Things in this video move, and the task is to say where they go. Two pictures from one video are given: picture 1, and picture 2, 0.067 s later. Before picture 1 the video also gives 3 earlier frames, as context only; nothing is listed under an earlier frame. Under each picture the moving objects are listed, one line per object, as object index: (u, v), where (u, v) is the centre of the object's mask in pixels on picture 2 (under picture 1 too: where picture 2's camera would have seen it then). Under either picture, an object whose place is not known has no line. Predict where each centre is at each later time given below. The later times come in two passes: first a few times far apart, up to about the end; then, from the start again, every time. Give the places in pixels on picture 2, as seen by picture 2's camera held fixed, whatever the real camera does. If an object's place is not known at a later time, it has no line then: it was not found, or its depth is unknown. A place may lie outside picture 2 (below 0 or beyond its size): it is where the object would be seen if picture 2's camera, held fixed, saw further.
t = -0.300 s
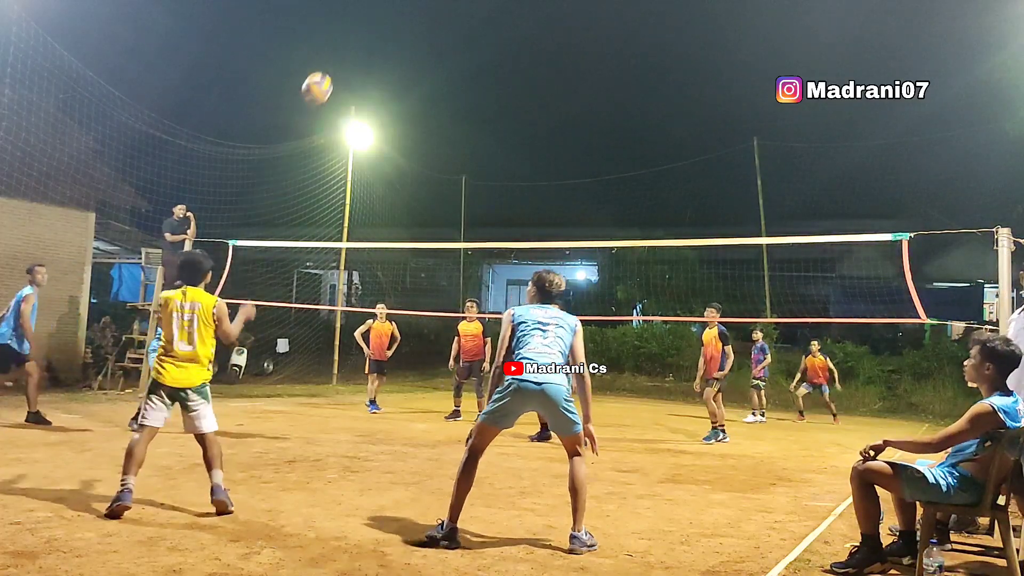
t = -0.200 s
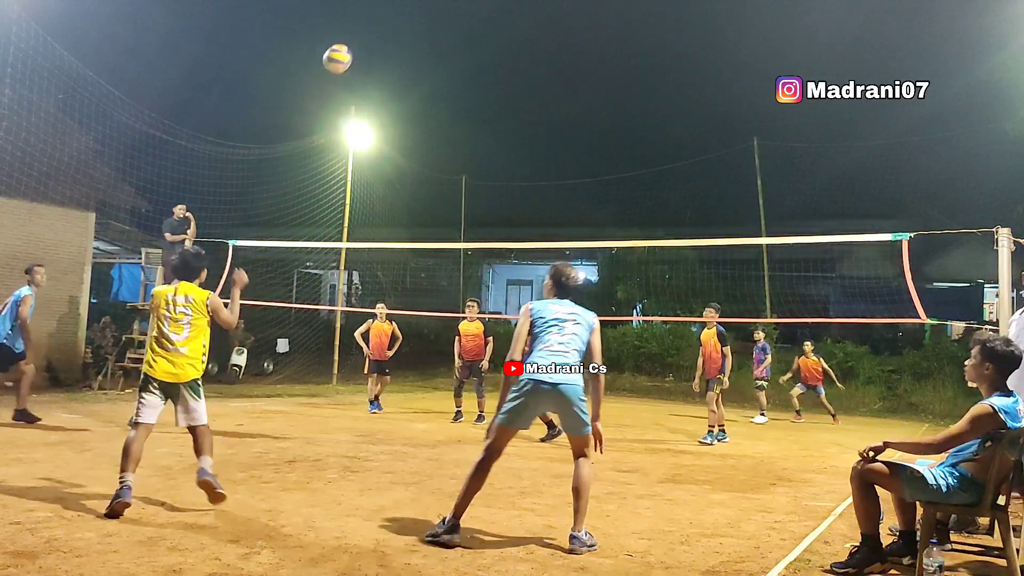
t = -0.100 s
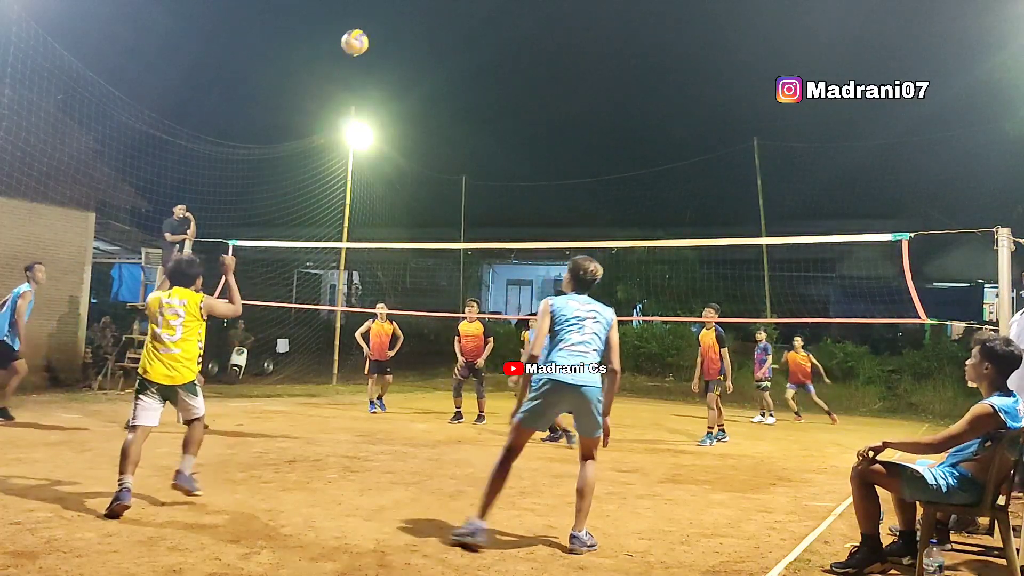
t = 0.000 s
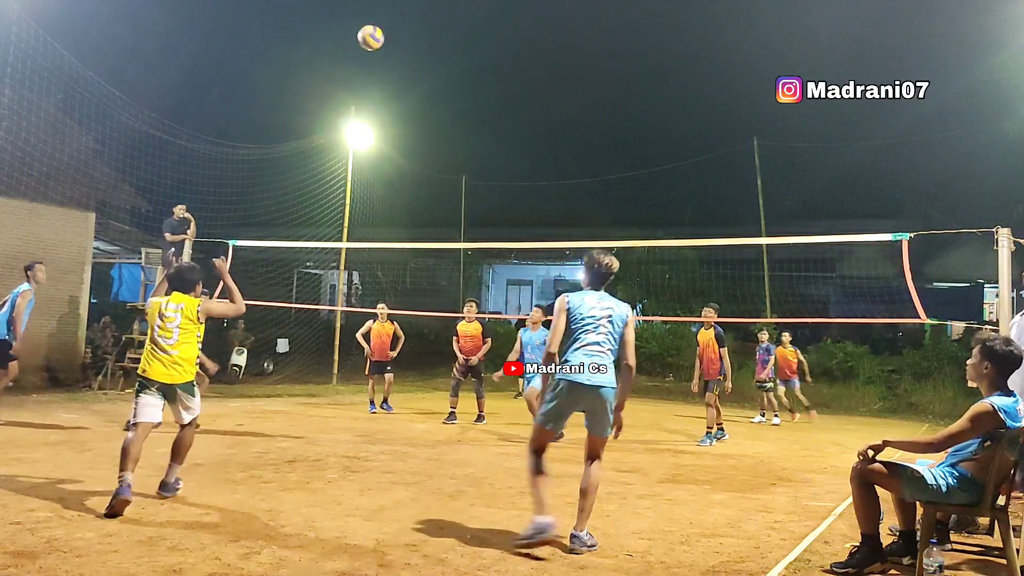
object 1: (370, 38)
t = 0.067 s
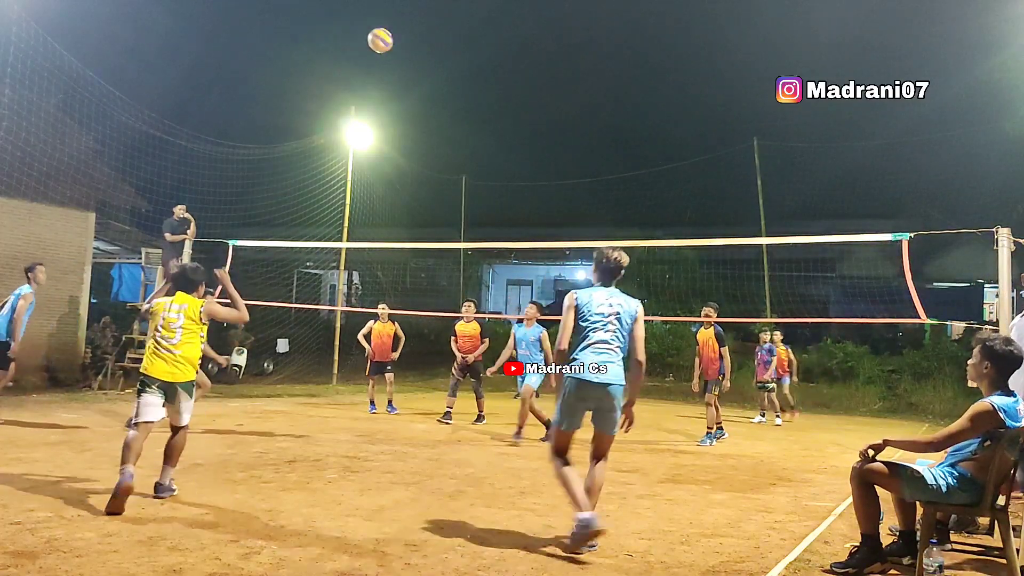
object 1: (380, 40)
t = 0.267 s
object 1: (405, 72)
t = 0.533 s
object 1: (431, 164)
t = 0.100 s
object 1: (385, 43)
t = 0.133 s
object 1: (389, 47)
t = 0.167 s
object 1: (393, 52)
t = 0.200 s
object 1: (397, 58)
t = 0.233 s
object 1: (401, 65)
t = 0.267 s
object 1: (405, 72)
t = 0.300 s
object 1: (409, 81)
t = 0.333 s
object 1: (412, 91)
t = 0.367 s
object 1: (416, 101)
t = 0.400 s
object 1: (419, 112)
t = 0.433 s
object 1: (422, 123)
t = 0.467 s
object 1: (425, 137)
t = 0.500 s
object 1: (429, 151)
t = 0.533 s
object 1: (431, 164)
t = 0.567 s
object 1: (434, 179)
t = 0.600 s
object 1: (437, 195)
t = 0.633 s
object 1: (440, 211)
